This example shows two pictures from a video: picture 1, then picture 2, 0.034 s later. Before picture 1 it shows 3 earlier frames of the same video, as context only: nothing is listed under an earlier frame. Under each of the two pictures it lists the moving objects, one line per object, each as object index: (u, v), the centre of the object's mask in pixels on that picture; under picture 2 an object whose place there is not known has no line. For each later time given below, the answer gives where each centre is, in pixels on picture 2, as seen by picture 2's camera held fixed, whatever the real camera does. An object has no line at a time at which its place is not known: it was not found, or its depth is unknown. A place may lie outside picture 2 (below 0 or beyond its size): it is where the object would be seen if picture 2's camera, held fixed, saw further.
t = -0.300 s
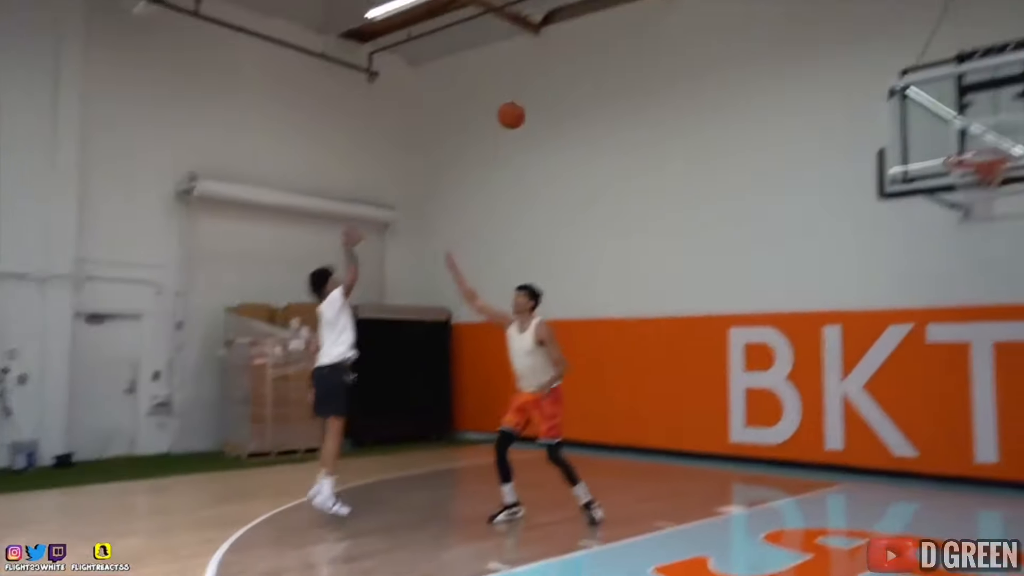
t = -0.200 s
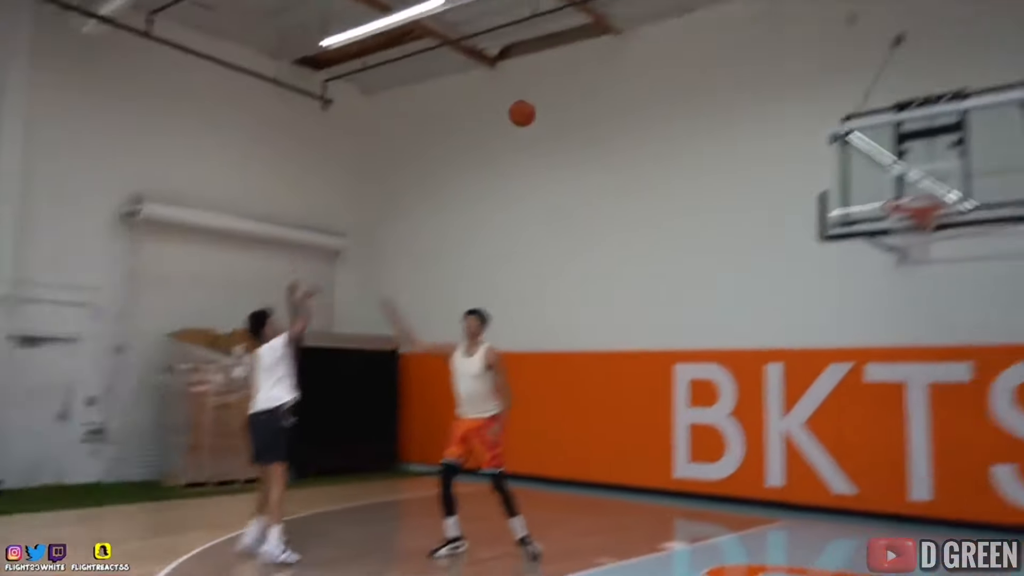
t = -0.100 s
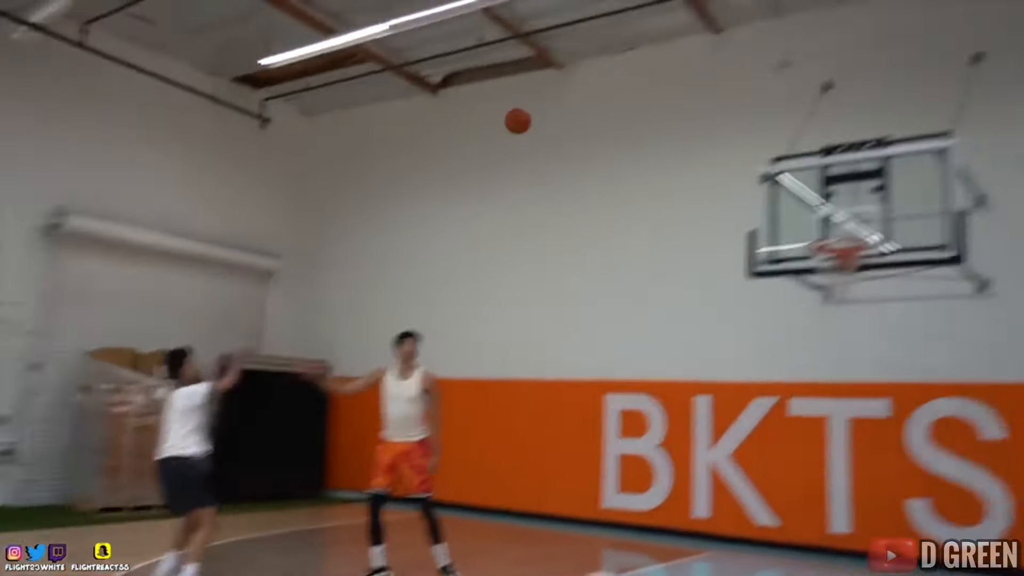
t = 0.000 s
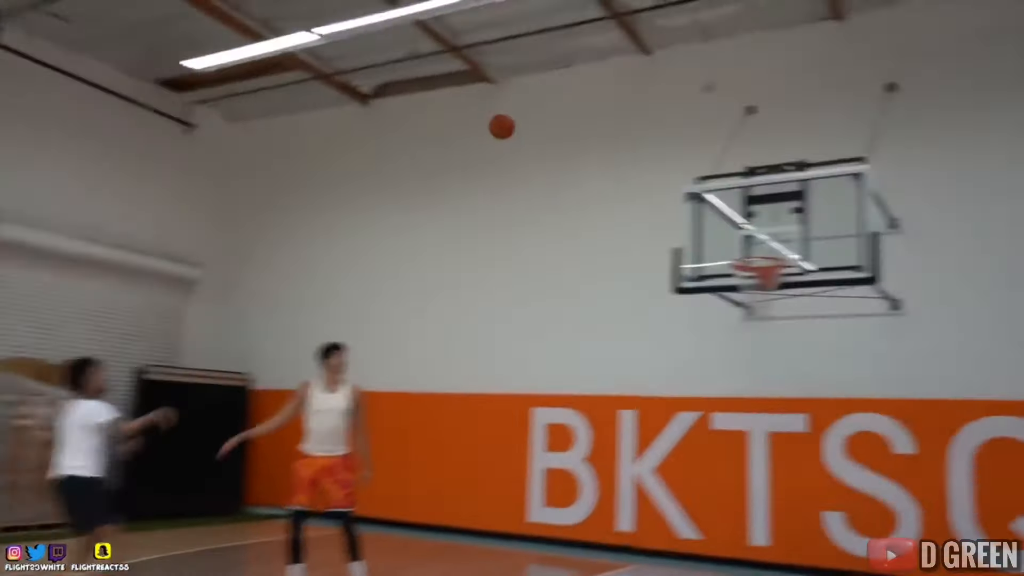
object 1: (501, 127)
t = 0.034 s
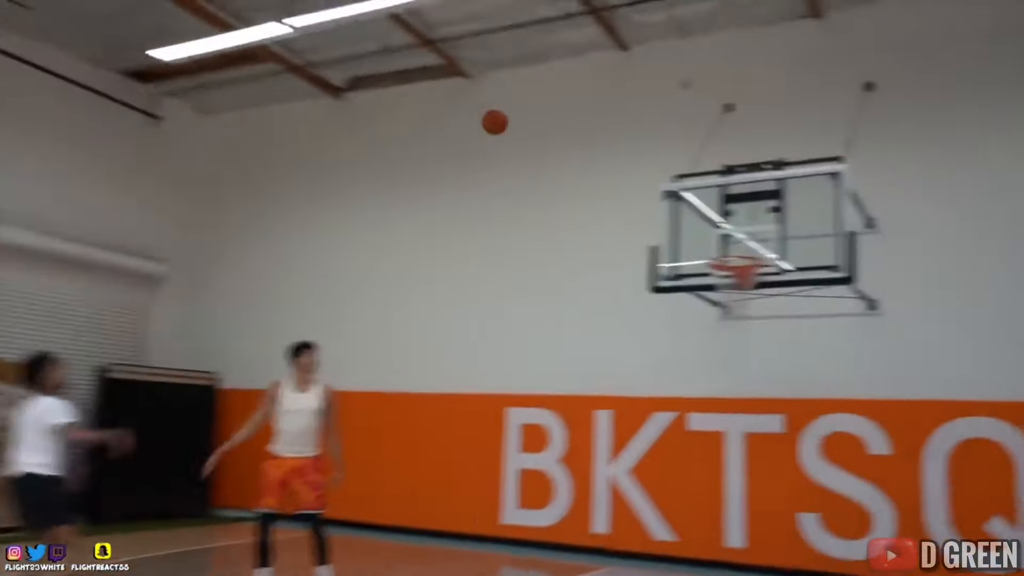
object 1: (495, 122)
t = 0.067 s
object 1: (512, 122)
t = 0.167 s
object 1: (562, 131)
